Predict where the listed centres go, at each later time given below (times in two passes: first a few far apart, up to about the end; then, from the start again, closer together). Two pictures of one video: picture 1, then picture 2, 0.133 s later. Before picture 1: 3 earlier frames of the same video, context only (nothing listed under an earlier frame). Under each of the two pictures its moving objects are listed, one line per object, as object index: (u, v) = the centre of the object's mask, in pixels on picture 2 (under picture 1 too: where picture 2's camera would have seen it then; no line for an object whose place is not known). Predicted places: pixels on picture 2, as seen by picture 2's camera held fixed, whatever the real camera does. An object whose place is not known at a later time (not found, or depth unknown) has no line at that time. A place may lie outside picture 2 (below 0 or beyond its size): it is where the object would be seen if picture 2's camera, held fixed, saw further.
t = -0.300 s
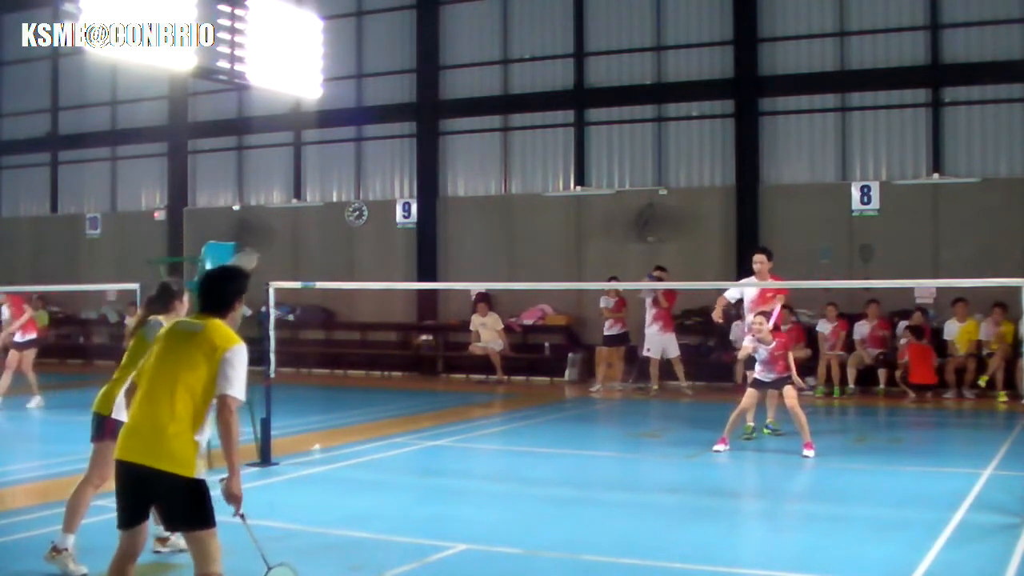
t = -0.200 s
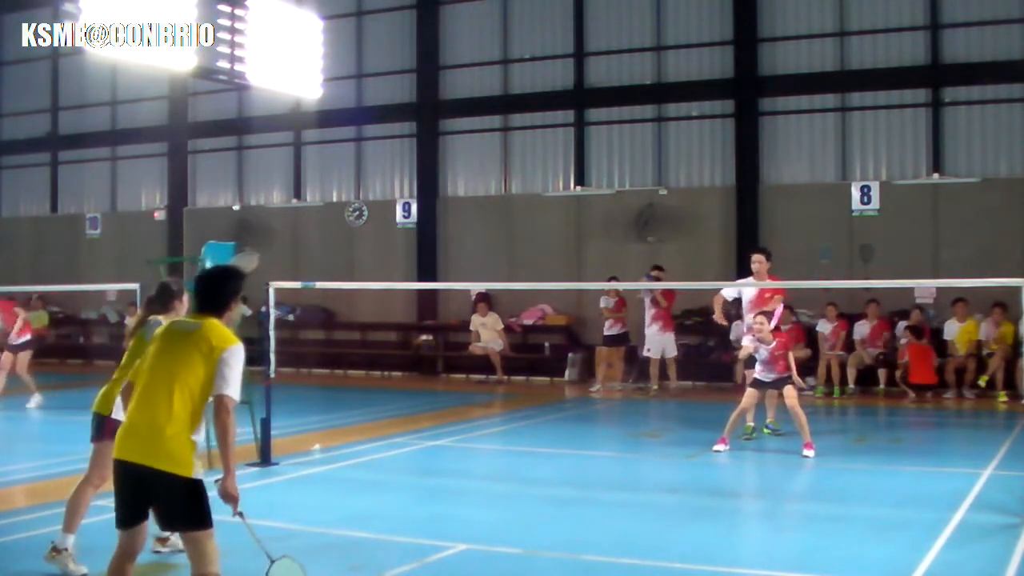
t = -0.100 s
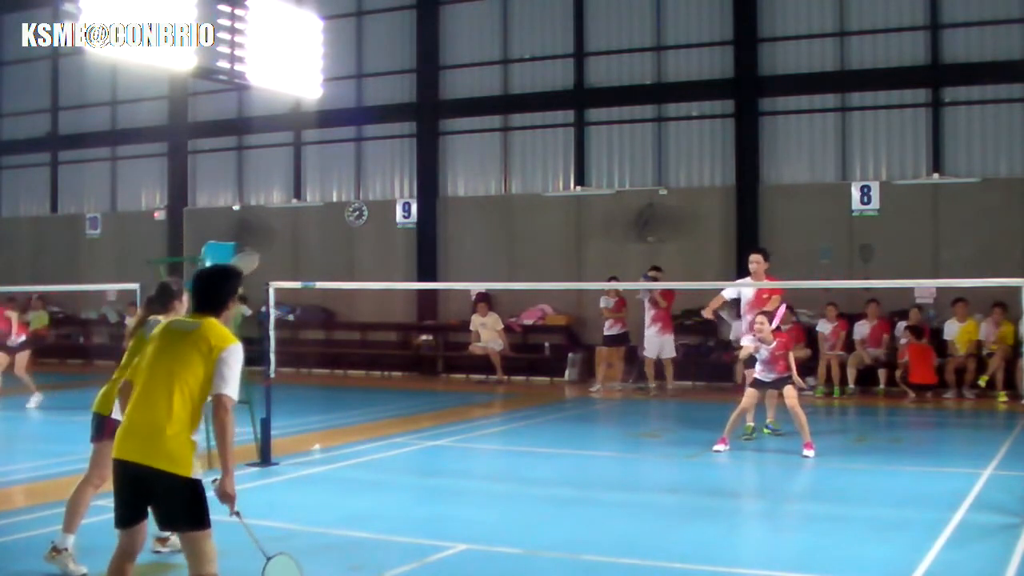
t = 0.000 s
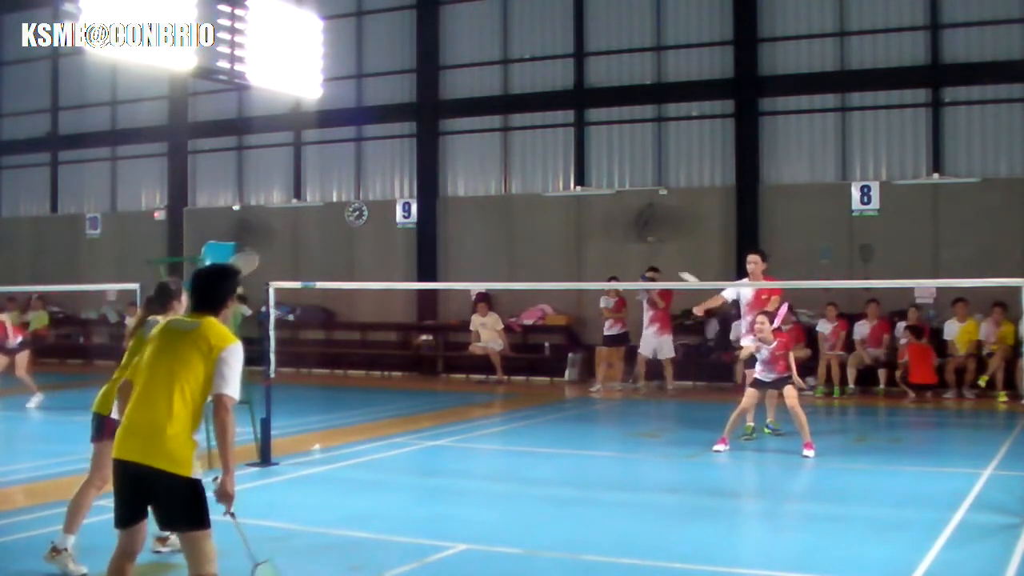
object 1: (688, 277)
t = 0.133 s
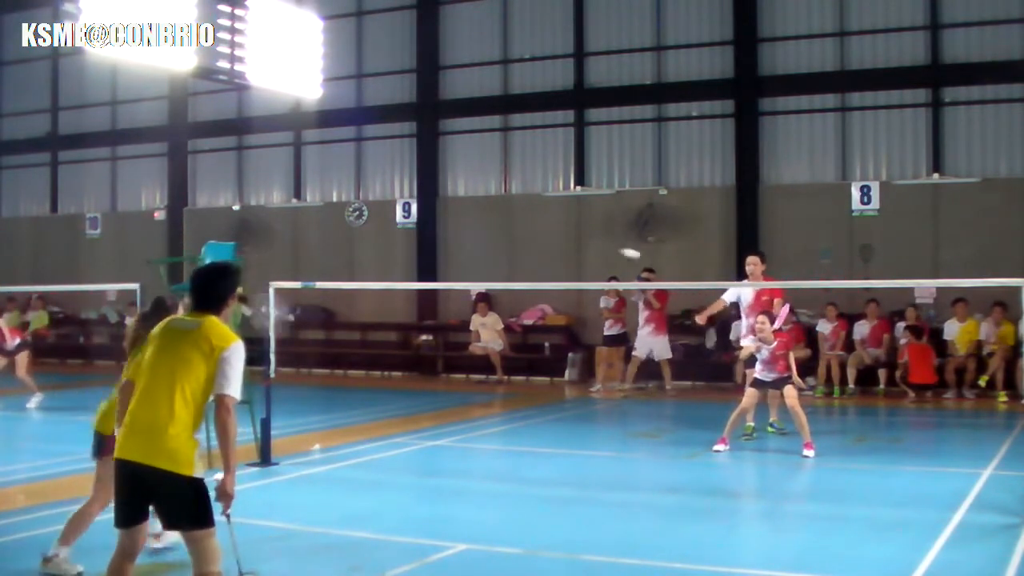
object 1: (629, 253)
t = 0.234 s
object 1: (589, 248)
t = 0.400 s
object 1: (522, 268)
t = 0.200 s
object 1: (602, 249)
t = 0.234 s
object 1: (589, 248)
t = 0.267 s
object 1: (576, 249)
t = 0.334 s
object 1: (549, 256)
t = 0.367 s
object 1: (535, 261)
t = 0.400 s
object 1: (522, 268)
